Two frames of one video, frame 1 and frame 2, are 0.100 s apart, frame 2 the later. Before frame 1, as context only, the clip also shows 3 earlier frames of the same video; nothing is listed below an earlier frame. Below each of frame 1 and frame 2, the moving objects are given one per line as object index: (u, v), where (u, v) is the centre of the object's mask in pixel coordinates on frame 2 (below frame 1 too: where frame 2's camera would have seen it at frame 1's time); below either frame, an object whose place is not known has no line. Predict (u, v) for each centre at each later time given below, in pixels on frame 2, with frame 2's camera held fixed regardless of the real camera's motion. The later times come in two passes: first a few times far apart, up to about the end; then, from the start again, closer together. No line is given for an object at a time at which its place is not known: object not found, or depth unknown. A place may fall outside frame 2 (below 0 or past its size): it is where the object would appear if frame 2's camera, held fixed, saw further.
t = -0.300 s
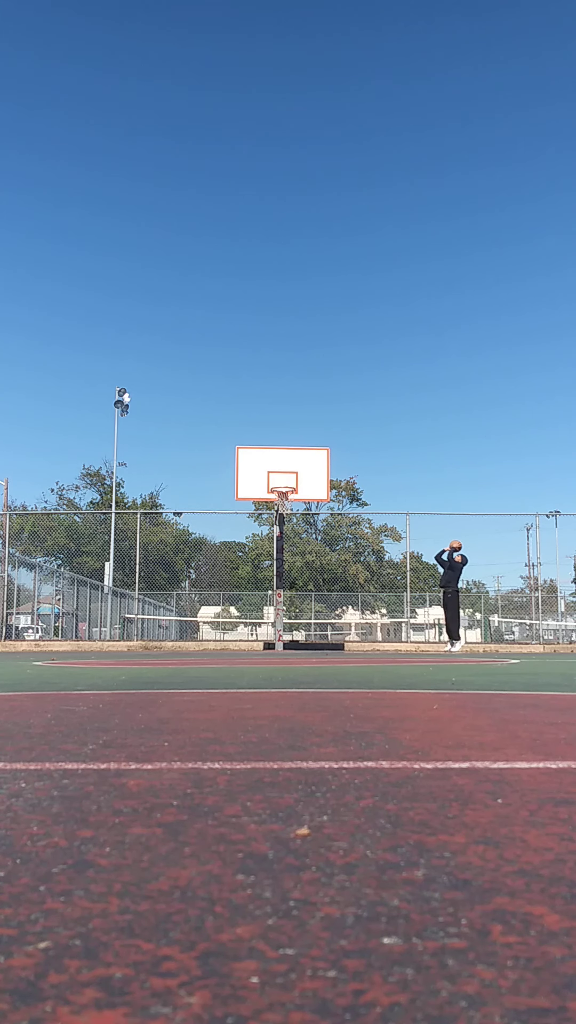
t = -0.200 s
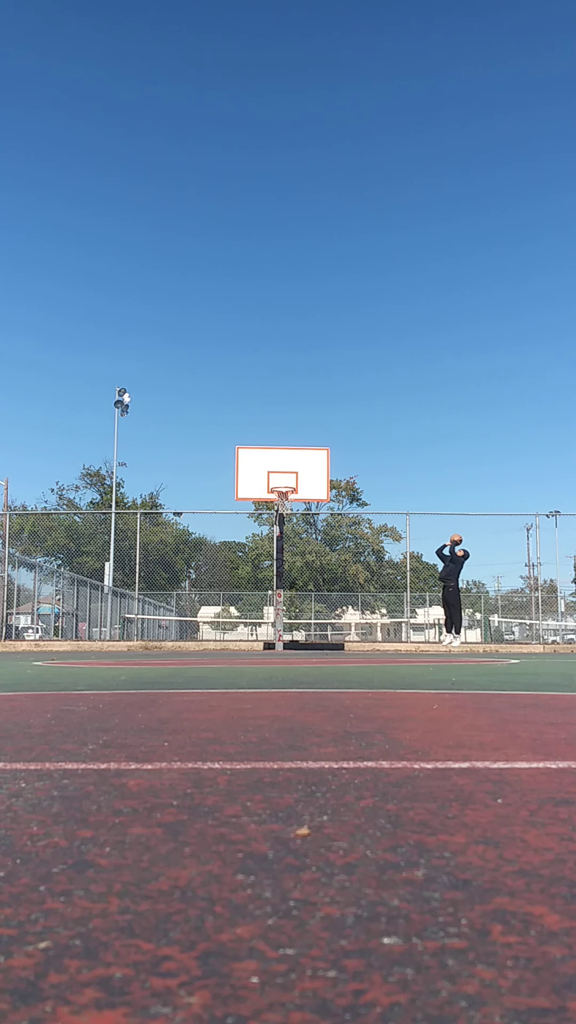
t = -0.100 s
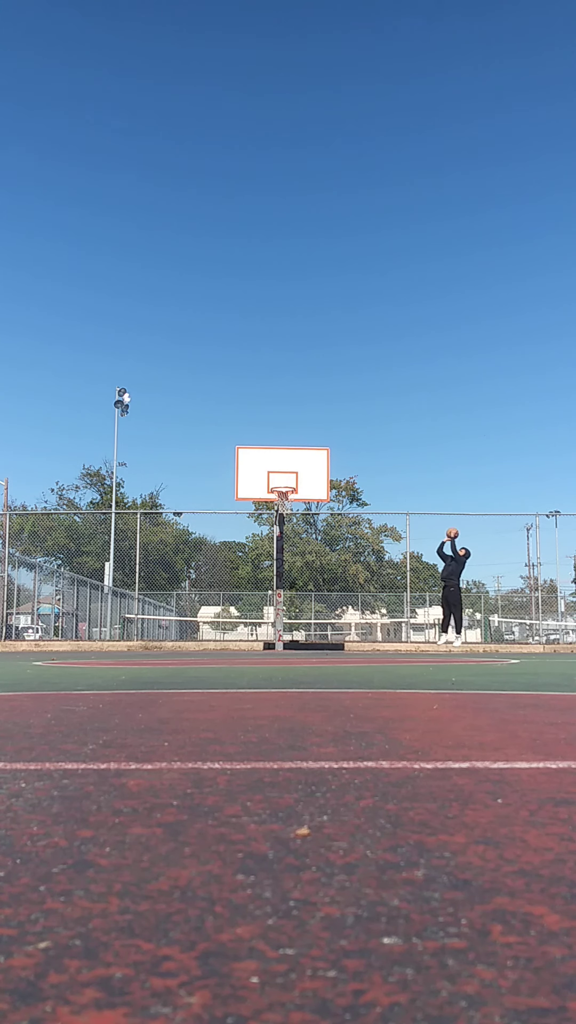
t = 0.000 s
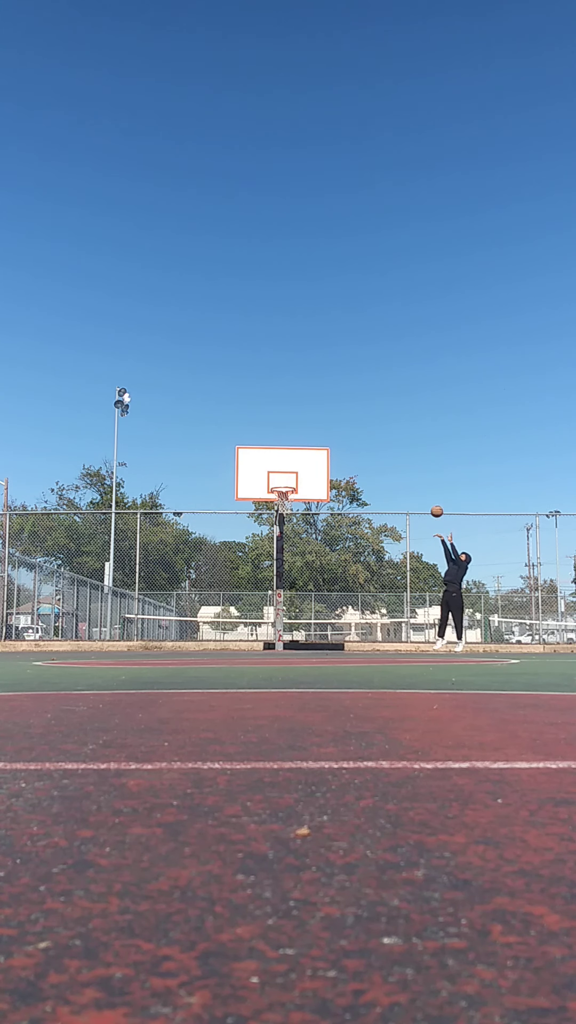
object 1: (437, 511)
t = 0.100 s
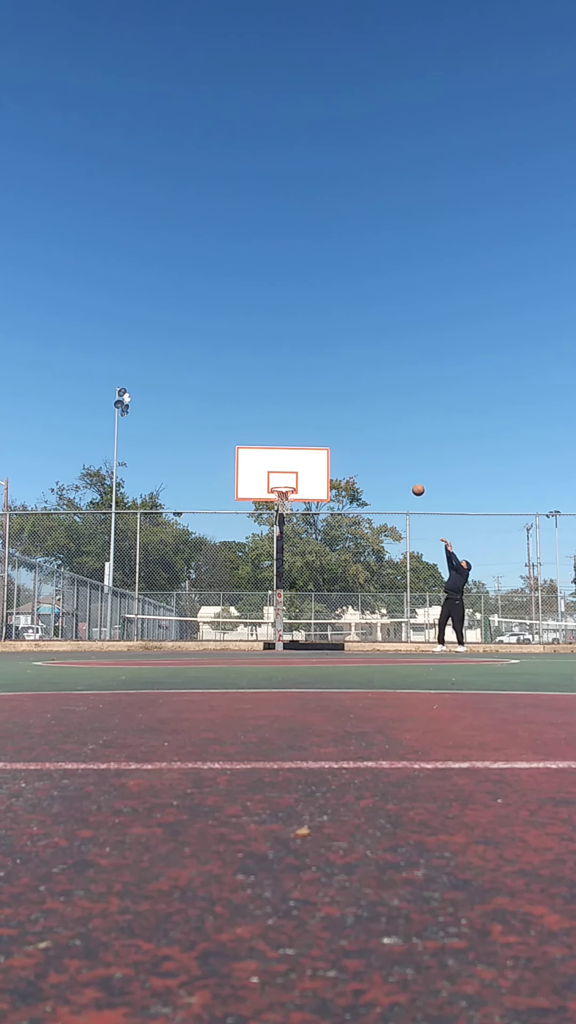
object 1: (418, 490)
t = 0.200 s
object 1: (400, 474)
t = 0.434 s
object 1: (358, 456)
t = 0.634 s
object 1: (323, 463)
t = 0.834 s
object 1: (290, 479)
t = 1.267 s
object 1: (243, 483)
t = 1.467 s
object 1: (223, 517)
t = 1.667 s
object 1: (202, 570)
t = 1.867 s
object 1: (181, 645)
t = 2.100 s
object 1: (159, 585)
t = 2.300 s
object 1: (141, 554)
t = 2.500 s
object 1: (121, 545)
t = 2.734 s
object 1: (100, 561)
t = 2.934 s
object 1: (80, 597)
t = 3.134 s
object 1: (60, 641)
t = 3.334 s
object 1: (43, 601)
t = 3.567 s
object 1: (22, 583)
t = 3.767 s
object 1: (5, 589)
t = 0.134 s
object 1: (412, 484)
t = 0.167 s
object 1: (406, 479)
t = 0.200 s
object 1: (400, 474)
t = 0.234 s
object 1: (394, 470)
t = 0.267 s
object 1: (388, 466)
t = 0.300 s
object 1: (382, 463)
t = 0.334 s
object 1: (376, 461)
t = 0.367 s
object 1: (370, 459)
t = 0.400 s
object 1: (364, 457)
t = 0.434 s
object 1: (358, 456)
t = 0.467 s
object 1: (352, 456)
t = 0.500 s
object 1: (346, 456)
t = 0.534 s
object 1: (340, 457)
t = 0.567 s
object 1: (334, 459)
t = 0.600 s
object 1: (329, 460)
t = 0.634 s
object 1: (323, 463)
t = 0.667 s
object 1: (317, 466)
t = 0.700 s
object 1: (311, 469)
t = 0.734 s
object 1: (305, 474)
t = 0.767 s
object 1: (299, 478)
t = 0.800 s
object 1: (294, 482)
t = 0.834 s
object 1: (290, 479)
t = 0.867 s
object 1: (286, 476)
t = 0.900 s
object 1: (283, 473)
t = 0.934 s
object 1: (279, 471)
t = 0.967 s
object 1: (276, 470)
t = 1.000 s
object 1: (272, 469)
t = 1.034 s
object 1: (268, 469)
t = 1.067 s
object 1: (265, 469)
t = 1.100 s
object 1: (261, 470)
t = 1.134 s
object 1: (258, 472)
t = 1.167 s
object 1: (254, 474)
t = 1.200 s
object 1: (251, 476)
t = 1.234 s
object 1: (247, 479)
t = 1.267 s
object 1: (243, 483)
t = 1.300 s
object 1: (240, 487)
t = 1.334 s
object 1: (237, 492)
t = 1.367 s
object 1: (233, 497)
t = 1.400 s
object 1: (230, 503)
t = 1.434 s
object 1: (226, 510)
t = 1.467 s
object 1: (223, 517)
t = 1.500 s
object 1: (219, 524)
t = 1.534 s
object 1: (216, 532)
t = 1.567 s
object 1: (212, 541)
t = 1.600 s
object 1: (209, 550)
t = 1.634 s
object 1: (206, 560)
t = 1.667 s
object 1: (202, 570)
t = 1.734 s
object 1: (195, 592)
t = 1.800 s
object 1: (188, 617)
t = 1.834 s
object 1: (184, 631)
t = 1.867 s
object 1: (181, 645)
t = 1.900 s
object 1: (178, 637)
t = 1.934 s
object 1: (175, 626)
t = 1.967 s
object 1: (171, 617)
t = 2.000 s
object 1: (168, 608)
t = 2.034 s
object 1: (165, 600)
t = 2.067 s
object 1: (162, 592)
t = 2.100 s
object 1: (159, 585)
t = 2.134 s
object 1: (156, 578)
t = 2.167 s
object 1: (153, 572)
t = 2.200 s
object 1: (150, 567)
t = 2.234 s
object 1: (147, 562)
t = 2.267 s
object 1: (144, 557)
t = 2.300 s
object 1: (141, 554)
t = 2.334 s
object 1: (138, 551)
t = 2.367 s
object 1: (134, 549)
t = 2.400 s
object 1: (131, 547)
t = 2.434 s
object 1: (128, 546)
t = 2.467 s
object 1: (125, 545)
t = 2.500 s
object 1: (121, 545)
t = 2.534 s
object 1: (119, 546)
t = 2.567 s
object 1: (116, 547)
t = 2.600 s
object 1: (112, 549)
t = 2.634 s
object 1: (109, 551)
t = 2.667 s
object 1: (106, 554)
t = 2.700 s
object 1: (103, 557)
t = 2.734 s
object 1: (100, 561)
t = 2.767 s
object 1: (96, 565)
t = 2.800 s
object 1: (93, 570)
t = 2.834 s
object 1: (90, 576)
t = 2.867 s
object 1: (86, 583)
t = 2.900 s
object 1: (83, 589)
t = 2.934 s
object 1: (80, 597)
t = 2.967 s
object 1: (76, 605)
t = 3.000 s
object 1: (73, 614)
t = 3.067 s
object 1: (66, 633)
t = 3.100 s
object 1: (62, 644)
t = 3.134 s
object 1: (60, 641)
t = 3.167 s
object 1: (57, 633)
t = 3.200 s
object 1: (54, 625)
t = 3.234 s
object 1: (51, 618)
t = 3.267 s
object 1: (48, 612)
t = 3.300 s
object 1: (45, 606)
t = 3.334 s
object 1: (43, 601)
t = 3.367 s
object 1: (40, 597)
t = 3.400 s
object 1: (37, 593)
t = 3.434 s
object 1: (34, 590)
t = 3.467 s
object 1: (31, 587)
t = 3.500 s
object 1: (28, 585)
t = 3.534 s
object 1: (25, 584)
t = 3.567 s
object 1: (22, 583)
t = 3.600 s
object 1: (19, 582)
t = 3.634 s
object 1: (16, 582)
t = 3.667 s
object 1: (13, 583)
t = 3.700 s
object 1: (10, 585)
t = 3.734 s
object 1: (7, 586)
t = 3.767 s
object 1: (5, 589)
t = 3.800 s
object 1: (3, 592)
